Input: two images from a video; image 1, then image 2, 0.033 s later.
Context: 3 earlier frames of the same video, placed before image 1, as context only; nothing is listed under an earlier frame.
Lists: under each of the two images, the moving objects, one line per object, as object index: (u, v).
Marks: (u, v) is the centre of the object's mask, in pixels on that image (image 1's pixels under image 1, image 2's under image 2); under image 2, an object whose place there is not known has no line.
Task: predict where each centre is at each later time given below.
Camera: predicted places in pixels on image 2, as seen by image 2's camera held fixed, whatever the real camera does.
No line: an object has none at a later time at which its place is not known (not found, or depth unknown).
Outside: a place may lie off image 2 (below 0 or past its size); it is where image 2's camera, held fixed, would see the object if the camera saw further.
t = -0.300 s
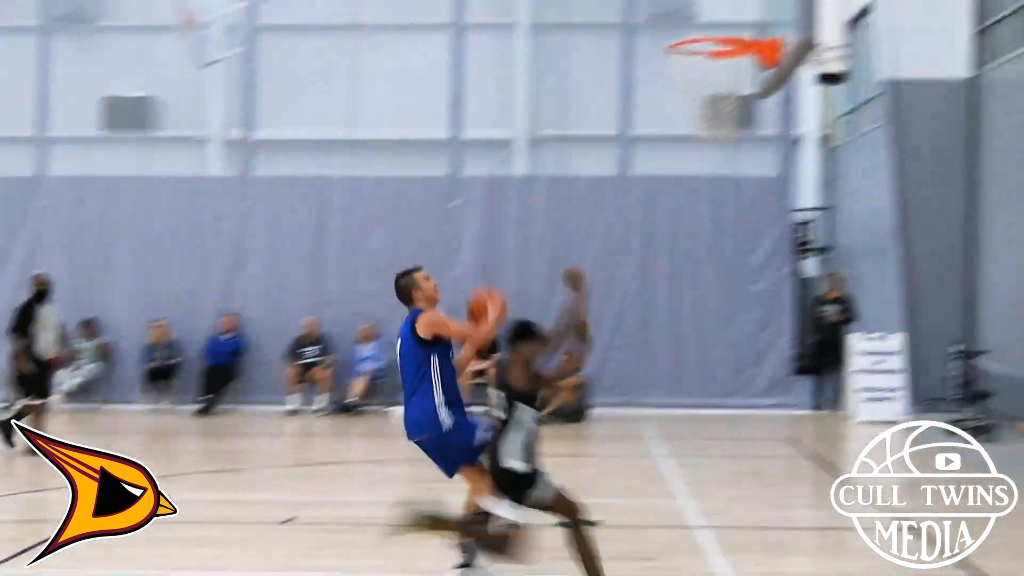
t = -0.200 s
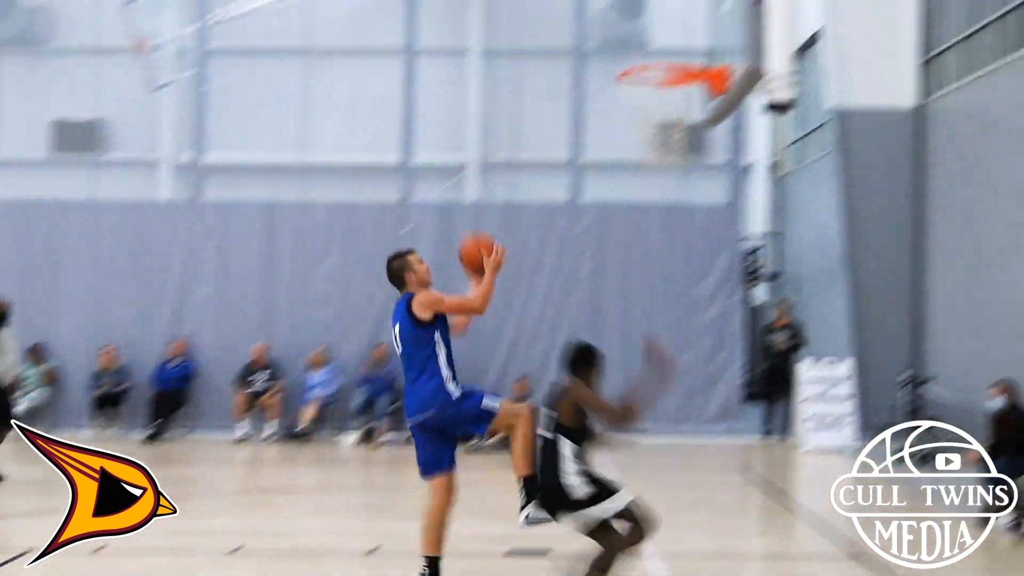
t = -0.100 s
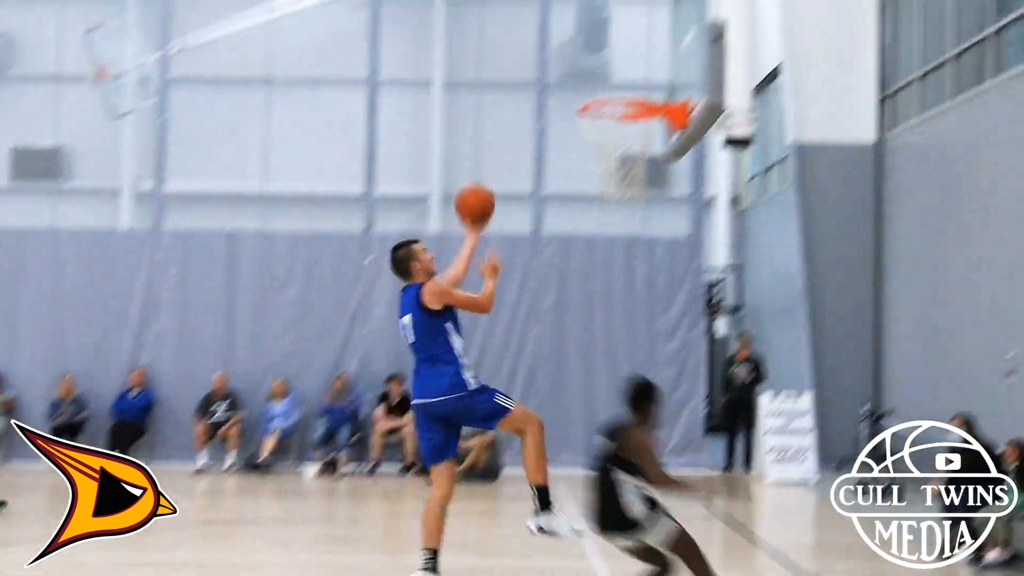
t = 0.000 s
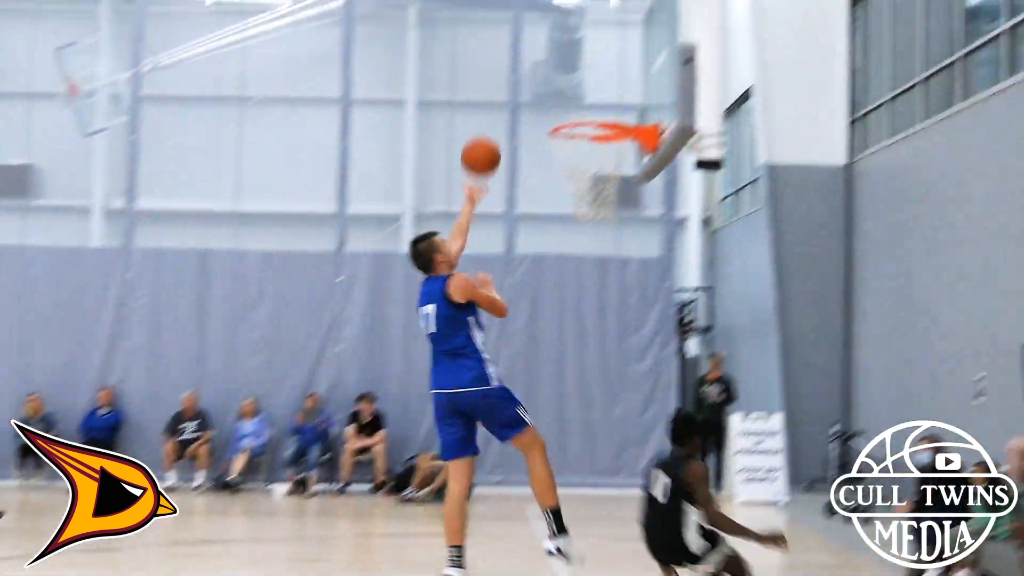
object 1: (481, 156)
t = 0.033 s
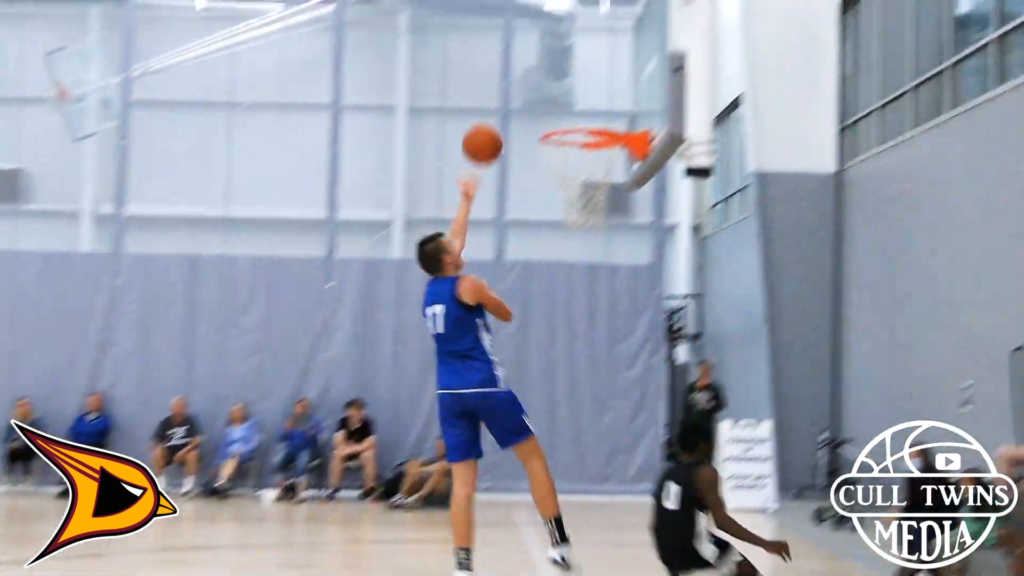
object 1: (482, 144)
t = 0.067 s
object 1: (497, 125)
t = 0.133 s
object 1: (521, 97)
